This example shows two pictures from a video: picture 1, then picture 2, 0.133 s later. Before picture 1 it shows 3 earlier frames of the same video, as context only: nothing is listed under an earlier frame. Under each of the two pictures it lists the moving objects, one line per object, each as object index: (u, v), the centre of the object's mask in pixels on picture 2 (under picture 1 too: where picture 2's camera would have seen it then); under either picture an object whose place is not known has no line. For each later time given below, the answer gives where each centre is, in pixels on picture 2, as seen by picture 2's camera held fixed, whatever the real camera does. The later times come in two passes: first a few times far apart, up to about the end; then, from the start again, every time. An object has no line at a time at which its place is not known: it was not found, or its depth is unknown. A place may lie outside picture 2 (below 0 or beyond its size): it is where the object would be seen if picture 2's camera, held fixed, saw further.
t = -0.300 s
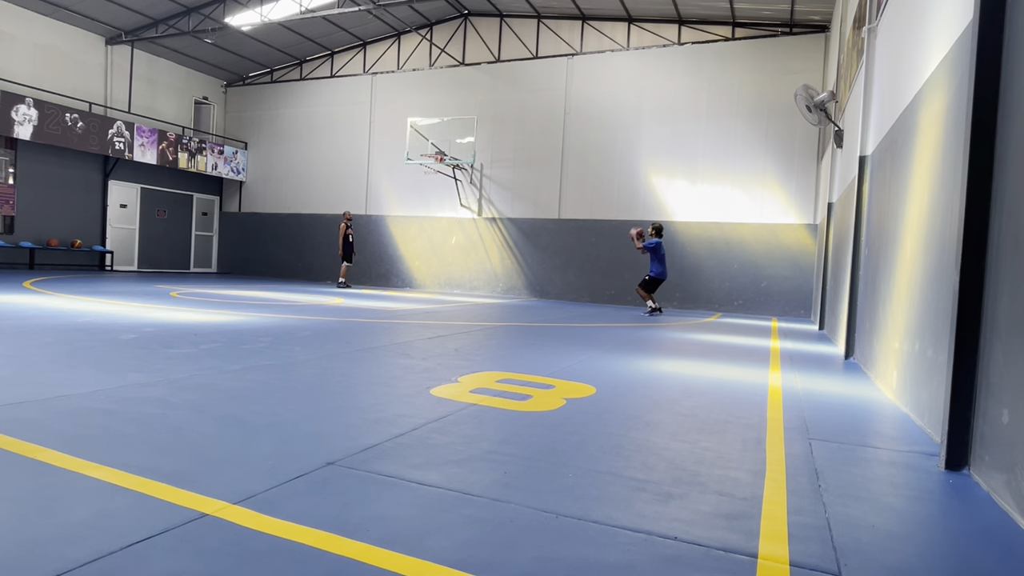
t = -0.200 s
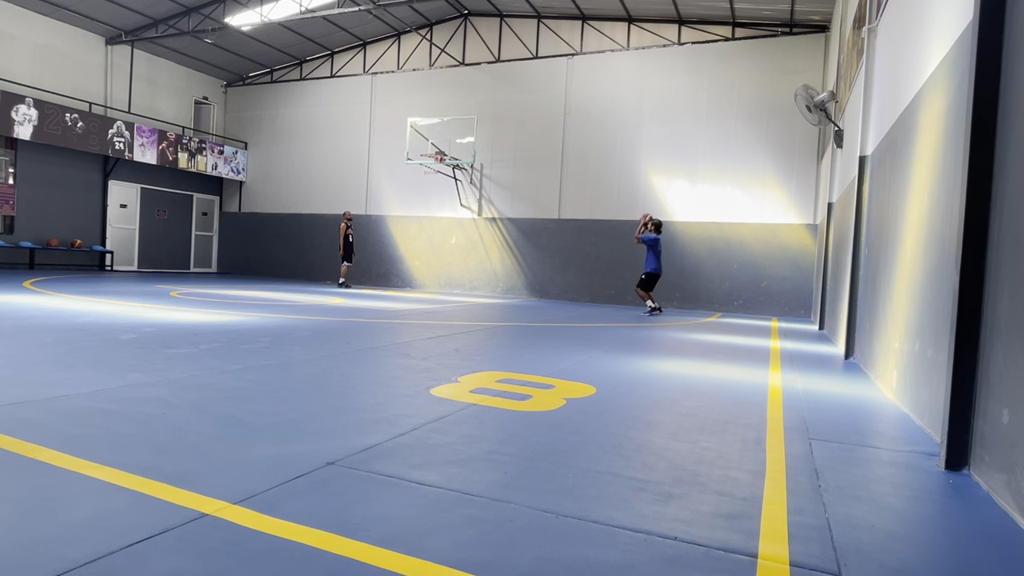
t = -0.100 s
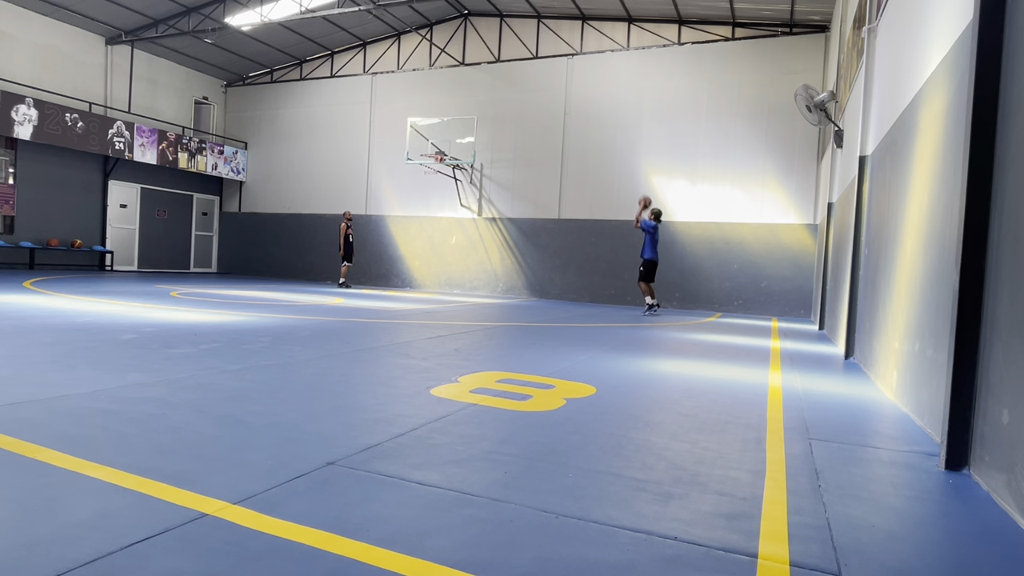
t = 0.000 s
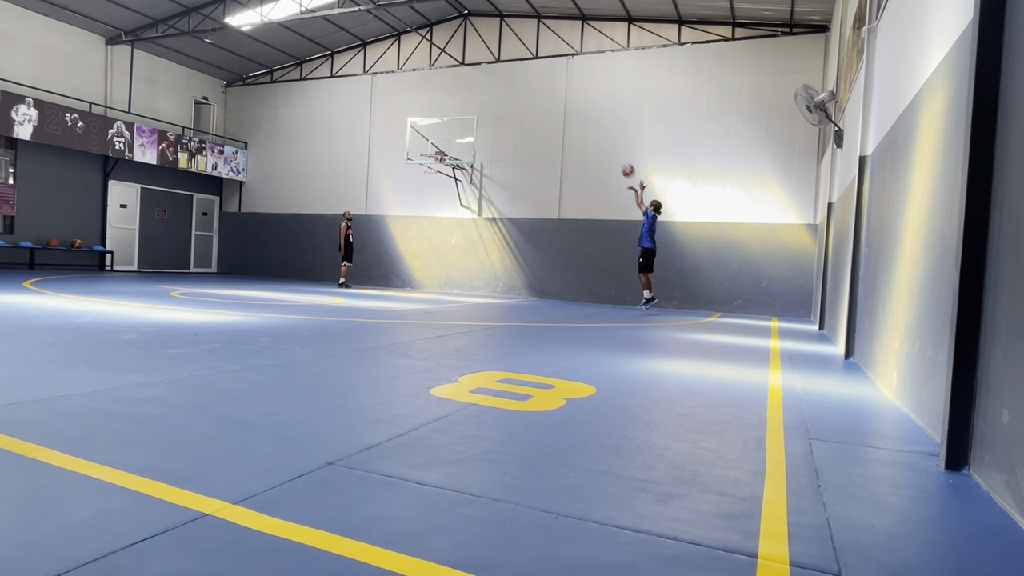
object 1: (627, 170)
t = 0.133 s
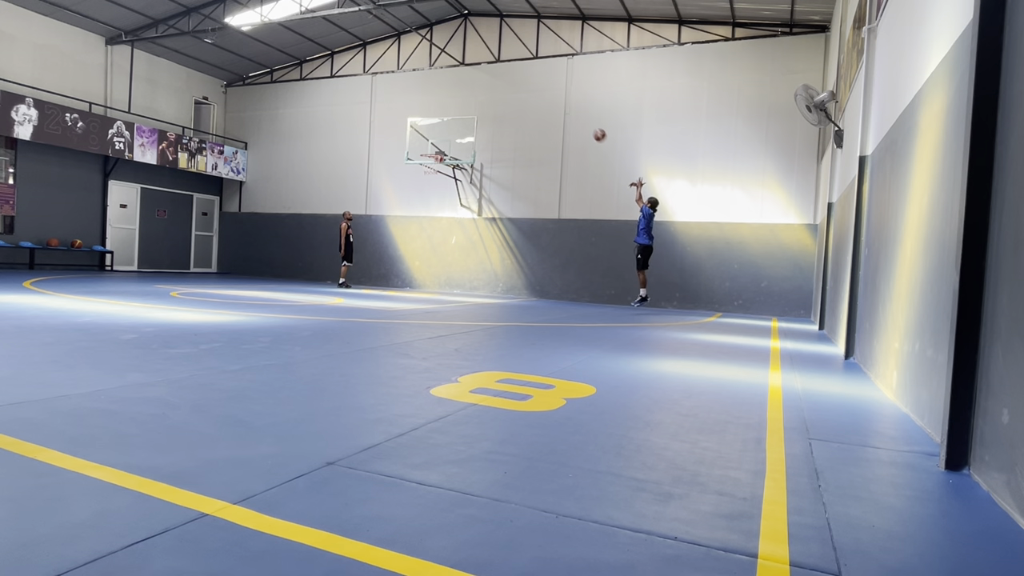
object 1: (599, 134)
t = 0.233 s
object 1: (579, 116)
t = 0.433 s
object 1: (540, 95)
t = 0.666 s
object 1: (499, 96)
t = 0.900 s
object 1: (460, 121)
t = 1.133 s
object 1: (426, 162)
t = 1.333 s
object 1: (410, 183)
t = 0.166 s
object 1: (592, 128)
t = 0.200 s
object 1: (586, 121)
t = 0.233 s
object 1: (579, 116)
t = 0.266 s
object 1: (572, 111)
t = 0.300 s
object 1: (566, 106)
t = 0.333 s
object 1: (559, 103)
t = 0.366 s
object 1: (553, 99)
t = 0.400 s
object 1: (546, 97)
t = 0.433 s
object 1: (540, 95)
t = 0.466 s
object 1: (534, 94)
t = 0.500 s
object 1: (528, 93)
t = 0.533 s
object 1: (522, 92)
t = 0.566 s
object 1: (516, 92)
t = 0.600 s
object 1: (510, 93)
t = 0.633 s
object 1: (504, 94)
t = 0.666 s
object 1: (499, 96)
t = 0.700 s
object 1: (493, 98)
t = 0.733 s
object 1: (487, 101)
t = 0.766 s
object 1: (482, 104)
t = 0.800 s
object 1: (477, 108)
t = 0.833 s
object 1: (471, 112)
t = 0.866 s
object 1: (466, 116)
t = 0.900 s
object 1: (460, 121)
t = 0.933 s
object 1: (455, 127)
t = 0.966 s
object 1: (450, 132)
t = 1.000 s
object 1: (445, 138)
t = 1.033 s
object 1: (440, 145)
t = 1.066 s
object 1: (435, 151)
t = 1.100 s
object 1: (429, 157)
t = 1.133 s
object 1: (426, 162)
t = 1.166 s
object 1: (423, 166)
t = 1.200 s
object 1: (420, 168)
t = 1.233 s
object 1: (418, 171)
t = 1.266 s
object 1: (415, 175)
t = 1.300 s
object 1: (412, 179)
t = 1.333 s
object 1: (410, 183)
